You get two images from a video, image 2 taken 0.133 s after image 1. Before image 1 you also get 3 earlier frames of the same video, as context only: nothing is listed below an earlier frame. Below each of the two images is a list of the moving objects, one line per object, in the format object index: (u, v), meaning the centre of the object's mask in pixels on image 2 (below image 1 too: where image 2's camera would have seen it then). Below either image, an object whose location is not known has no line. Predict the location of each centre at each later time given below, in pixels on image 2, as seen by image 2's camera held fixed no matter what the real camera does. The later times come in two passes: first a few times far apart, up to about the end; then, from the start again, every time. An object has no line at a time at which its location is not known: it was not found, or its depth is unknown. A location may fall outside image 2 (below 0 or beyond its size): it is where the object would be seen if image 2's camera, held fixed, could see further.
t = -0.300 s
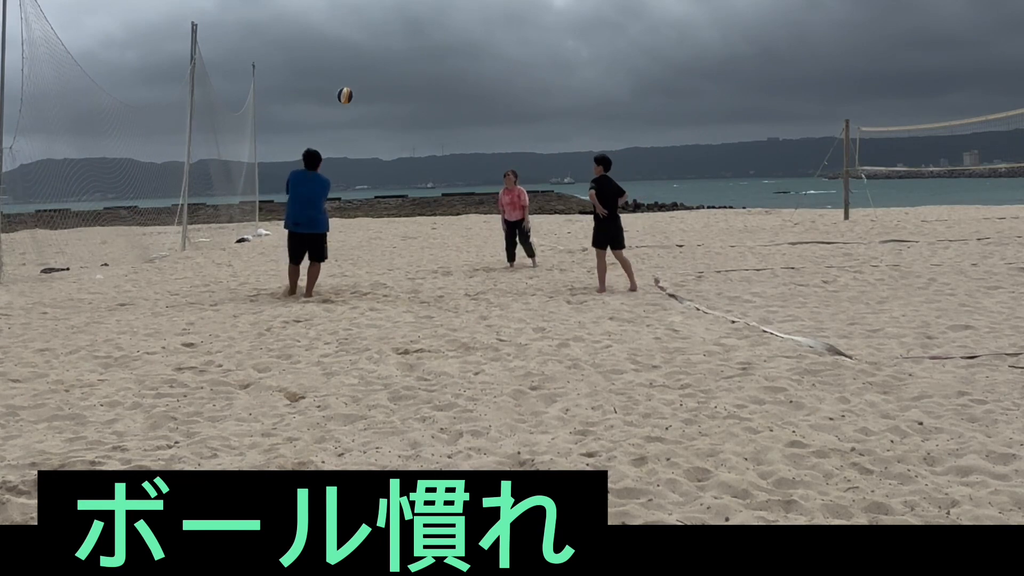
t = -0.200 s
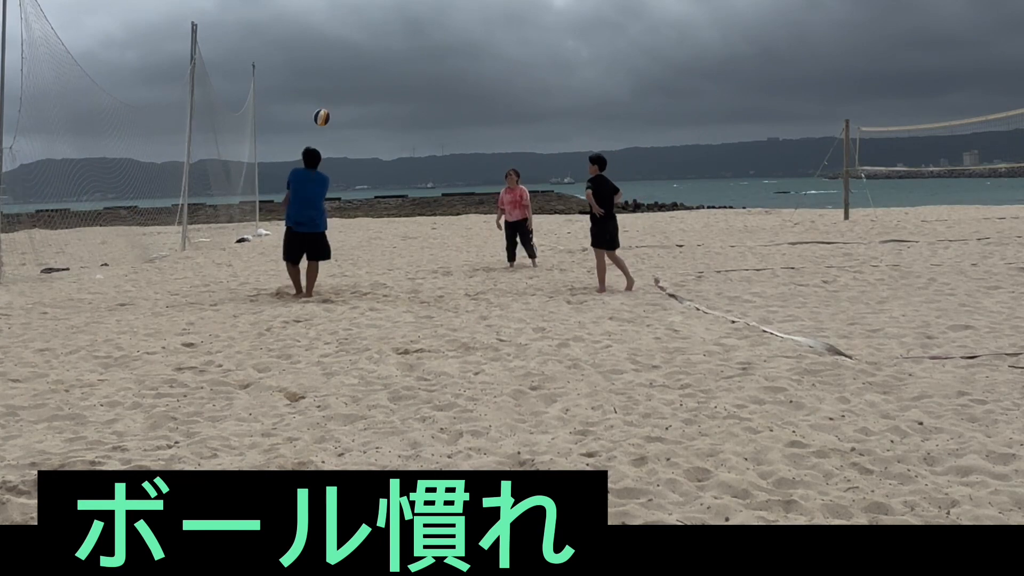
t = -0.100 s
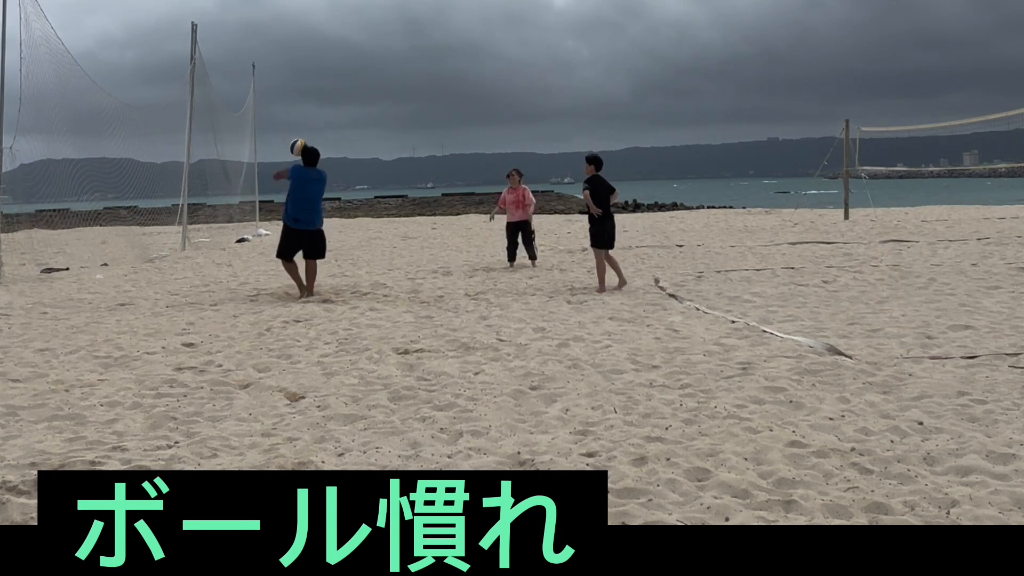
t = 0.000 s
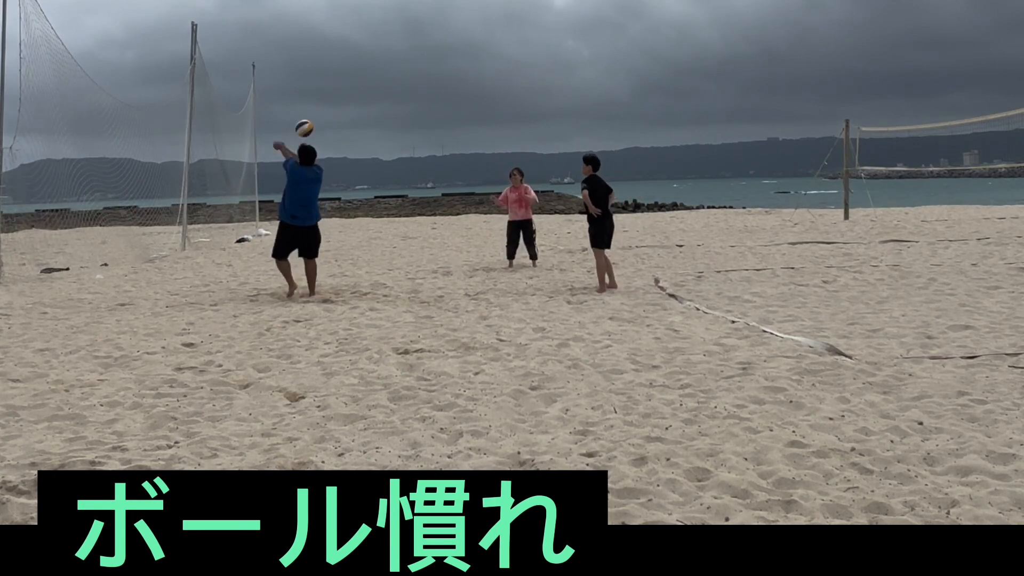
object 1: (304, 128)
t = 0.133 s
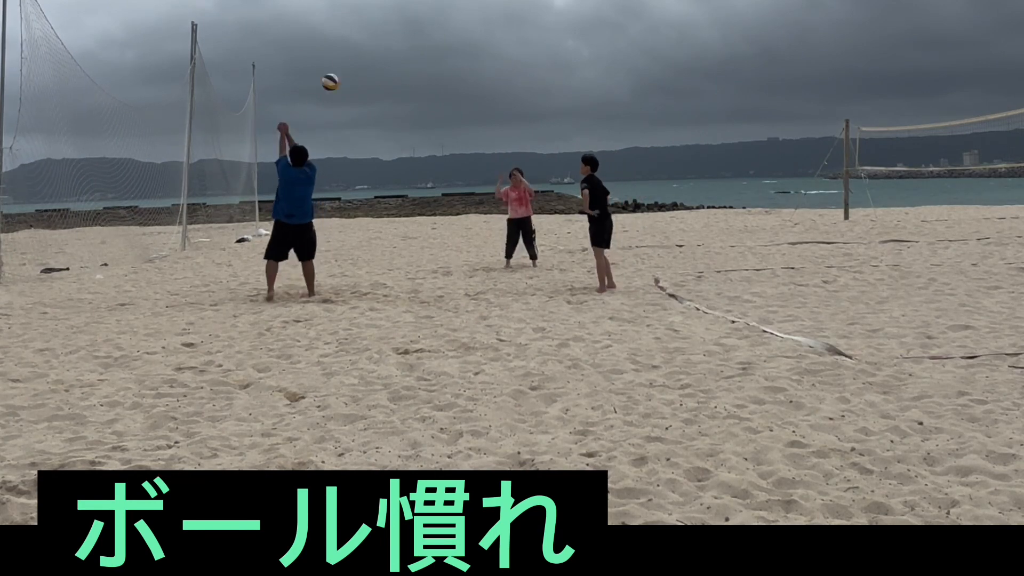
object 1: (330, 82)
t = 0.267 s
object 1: (356, 52)
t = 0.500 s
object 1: (400, 34)
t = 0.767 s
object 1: (449, 66)
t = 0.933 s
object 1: (481, 113)
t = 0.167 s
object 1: (337, 73)
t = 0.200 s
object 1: (343, 65)
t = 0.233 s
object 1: (349, 58)
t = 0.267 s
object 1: (356, 52)
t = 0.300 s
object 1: (362, 47)
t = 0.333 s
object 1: (368, 42)
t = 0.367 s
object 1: (374, 39)
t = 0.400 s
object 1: (380, 36)
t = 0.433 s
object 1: (387, 35)
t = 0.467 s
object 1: (393, 34)
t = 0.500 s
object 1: (400, 34)
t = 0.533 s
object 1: (406, 35)
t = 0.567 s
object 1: (412, 37)
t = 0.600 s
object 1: (419, 39)
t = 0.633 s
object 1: (425, 43)
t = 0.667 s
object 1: (431, 47)
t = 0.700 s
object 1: (437, 53)
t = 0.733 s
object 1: (443, 59)
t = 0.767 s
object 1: (449, 66)
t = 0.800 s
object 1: (456, 74)
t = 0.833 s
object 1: (462, 82)
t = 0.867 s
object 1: (468, 92)
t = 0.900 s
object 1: (474, 102)
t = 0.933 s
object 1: (481, 113)
